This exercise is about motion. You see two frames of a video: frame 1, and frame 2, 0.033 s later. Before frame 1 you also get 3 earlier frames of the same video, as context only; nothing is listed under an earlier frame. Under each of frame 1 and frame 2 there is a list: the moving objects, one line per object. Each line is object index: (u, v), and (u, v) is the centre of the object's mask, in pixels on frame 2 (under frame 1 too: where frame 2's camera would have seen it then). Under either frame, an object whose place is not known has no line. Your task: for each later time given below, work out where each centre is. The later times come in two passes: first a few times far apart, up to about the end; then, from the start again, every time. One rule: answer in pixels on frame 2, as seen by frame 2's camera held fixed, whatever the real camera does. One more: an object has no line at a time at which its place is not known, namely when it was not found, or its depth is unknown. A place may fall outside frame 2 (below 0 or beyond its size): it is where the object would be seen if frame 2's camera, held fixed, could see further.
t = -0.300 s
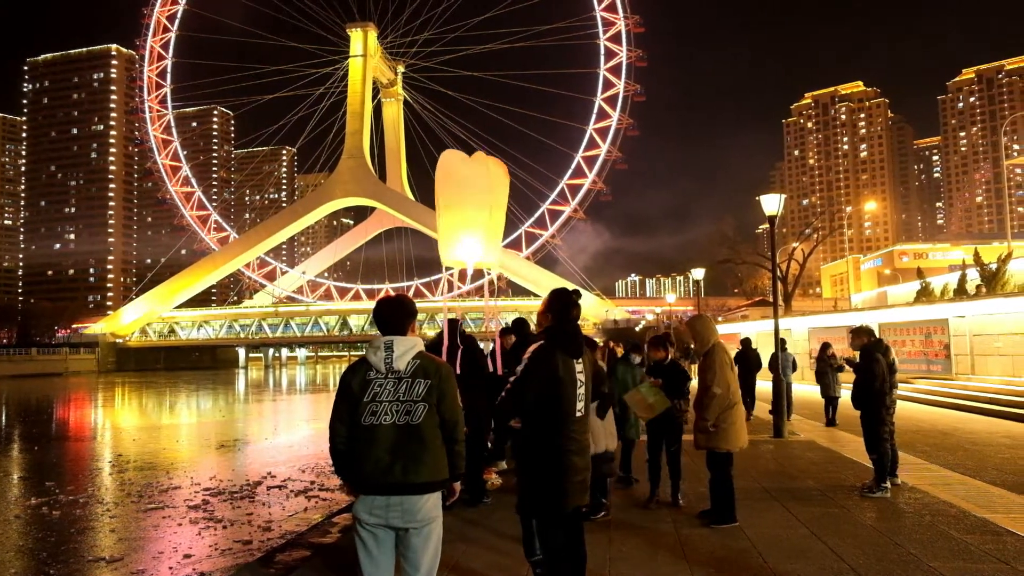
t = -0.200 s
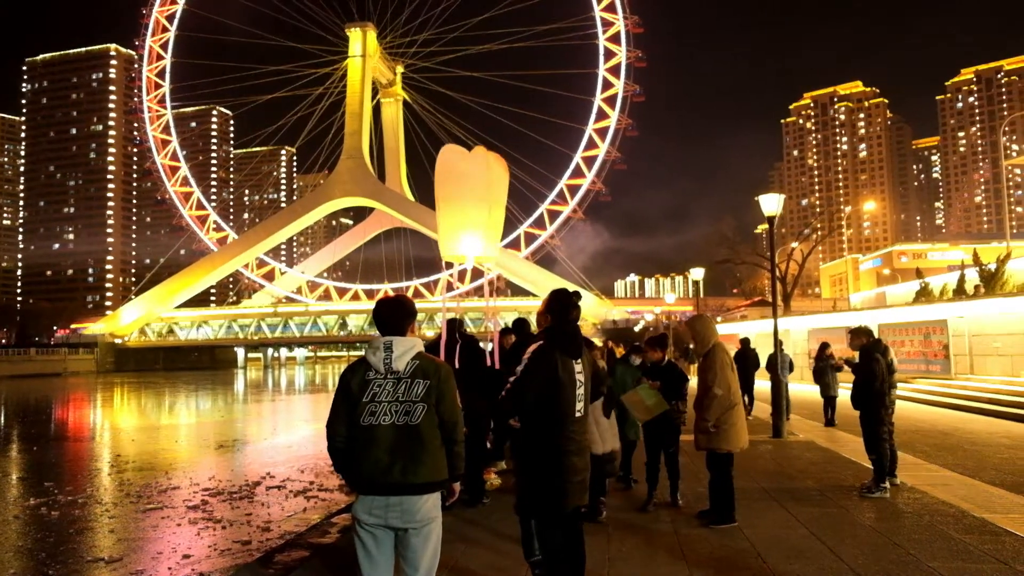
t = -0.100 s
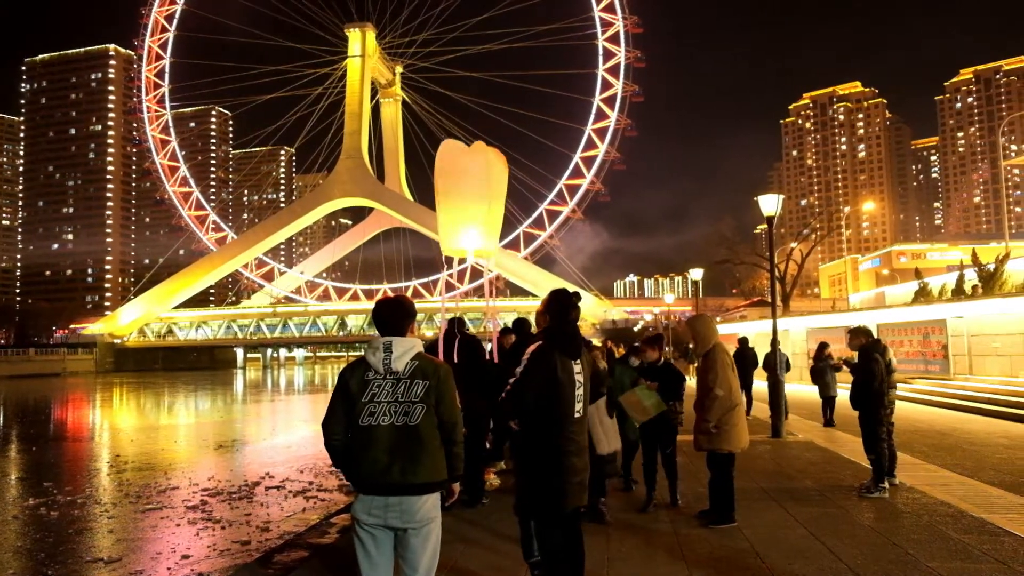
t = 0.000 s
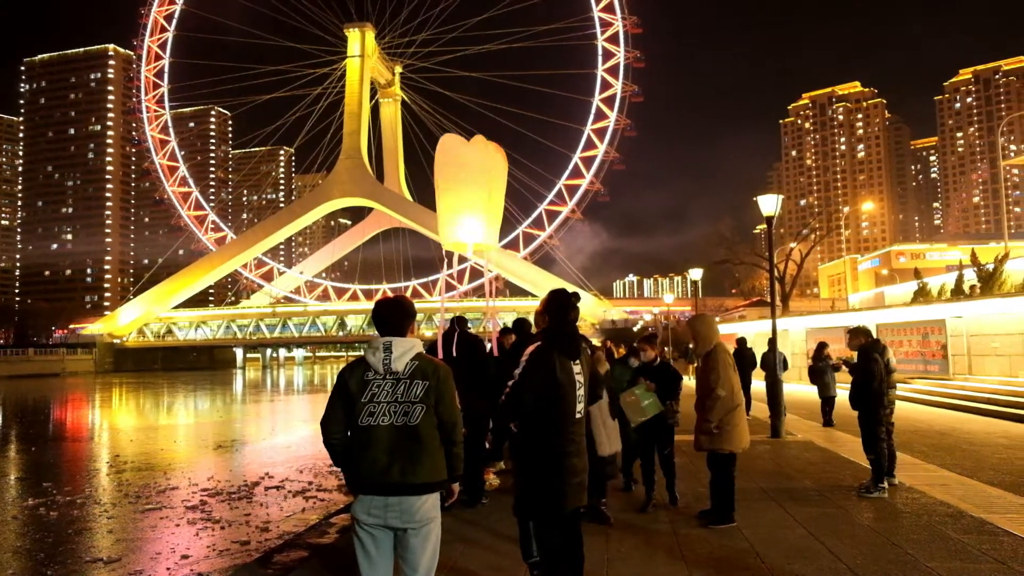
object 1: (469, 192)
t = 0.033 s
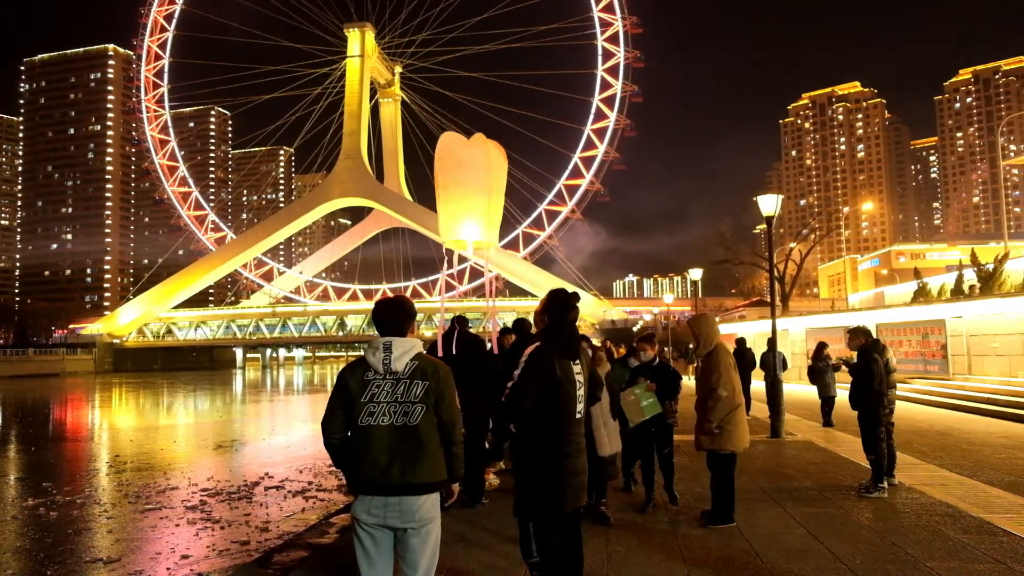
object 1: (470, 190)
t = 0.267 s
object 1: (471, 176)
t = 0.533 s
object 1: (472, 158)
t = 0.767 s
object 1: (474, 142)
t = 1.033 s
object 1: (476, 122)
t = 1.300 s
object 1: (477, 102)
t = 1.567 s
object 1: (478, 80)
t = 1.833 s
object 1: (479, 58)
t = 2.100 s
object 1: (481, 40)
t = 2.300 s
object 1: (482, 30)
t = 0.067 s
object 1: (470, 188)
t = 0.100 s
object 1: (470, 187)
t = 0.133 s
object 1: (470, 185)
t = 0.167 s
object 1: (470, 182)
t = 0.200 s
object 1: (470, 180)
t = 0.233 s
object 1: (471, 178)
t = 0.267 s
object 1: (471, 176)
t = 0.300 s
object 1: (471, 175)
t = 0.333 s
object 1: (471, 172)
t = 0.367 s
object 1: (472, 170)
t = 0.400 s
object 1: (472, 168)
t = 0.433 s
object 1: (472, 165)
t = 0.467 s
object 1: (472, 163)
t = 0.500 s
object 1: (472, 161)
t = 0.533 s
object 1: (472, 158)
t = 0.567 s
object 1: (473, 156)
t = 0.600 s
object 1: (473, 154)
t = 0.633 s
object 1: (473, 152)
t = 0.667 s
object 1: (473, 149)
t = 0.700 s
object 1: (474, 147)
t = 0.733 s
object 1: (474, 145)
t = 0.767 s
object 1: (474, 142)
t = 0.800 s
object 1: (474, 140)
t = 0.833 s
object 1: (475, 137)
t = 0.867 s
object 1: (475, 135)
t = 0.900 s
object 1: (475, 132)
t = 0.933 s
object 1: (475, 130)
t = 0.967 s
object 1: (475, 127)
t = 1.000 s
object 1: (475, 125)
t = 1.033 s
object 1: (476, 122)
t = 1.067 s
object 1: (476, 120)
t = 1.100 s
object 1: (476, 117)
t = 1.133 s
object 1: (476, 115)
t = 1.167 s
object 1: (476, 112)
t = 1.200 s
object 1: (477, 109)
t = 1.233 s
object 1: (477, 107)
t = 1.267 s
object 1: (477, 104)
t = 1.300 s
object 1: (477, 102)
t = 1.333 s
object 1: (477, 99)
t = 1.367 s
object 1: (477, 96)
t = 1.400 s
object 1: (477, 94)
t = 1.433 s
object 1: (478, 91)
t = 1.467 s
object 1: (478, 88)
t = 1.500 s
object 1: (478, 86)
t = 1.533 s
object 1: (478, 83)
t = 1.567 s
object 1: (478, 80)
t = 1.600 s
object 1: (478, 77)
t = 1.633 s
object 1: (478, 75)
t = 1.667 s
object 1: (479, 72)
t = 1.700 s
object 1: (479, 69)
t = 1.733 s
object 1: (479, 66)
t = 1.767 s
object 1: (479, 64)
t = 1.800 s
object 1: (479, 61)
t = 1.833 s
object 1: (479, 58)
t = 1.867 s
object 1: (480, 55)
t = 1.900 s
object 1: (480, 52)
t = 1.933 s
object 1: (480, 50)
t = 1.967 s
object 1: (480, 47)
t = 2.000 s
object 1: (481, 46)
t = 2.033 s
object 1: (481, 43)
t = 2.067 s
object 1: (481, 42)
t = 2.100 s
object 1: (481, 40)
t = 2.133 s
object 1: (481, 38)
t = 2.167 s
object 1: (481, 37)
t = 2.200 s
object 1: (482, 35)
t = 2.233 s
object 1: (482, 33)
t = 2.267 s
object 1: (482, 32)
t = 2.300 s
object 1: (482, 30)
